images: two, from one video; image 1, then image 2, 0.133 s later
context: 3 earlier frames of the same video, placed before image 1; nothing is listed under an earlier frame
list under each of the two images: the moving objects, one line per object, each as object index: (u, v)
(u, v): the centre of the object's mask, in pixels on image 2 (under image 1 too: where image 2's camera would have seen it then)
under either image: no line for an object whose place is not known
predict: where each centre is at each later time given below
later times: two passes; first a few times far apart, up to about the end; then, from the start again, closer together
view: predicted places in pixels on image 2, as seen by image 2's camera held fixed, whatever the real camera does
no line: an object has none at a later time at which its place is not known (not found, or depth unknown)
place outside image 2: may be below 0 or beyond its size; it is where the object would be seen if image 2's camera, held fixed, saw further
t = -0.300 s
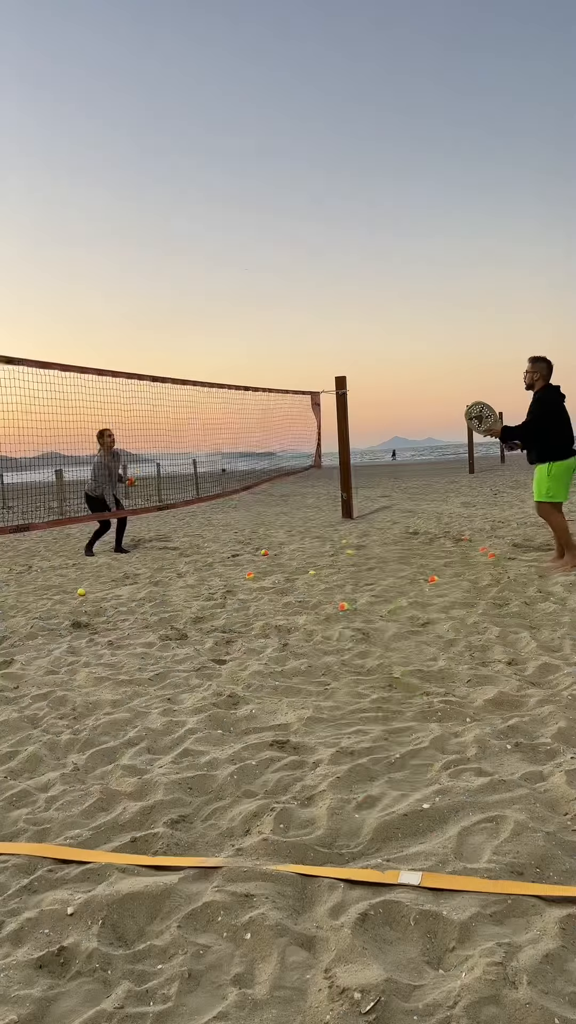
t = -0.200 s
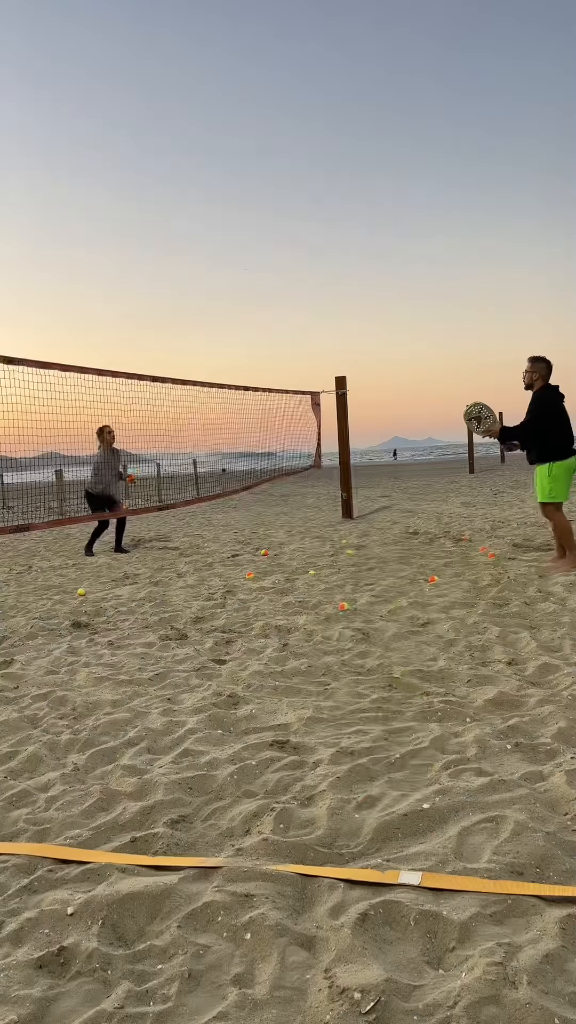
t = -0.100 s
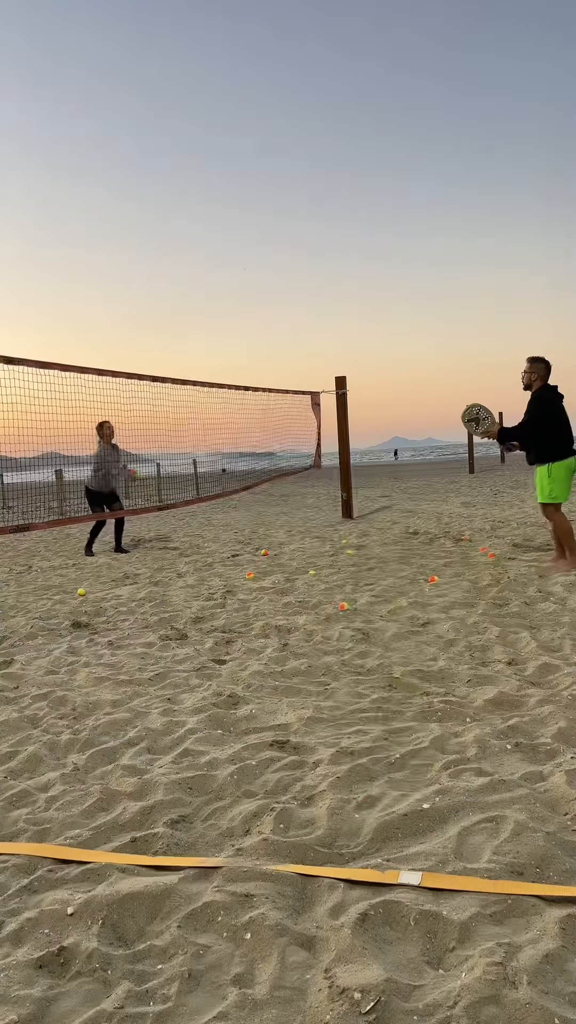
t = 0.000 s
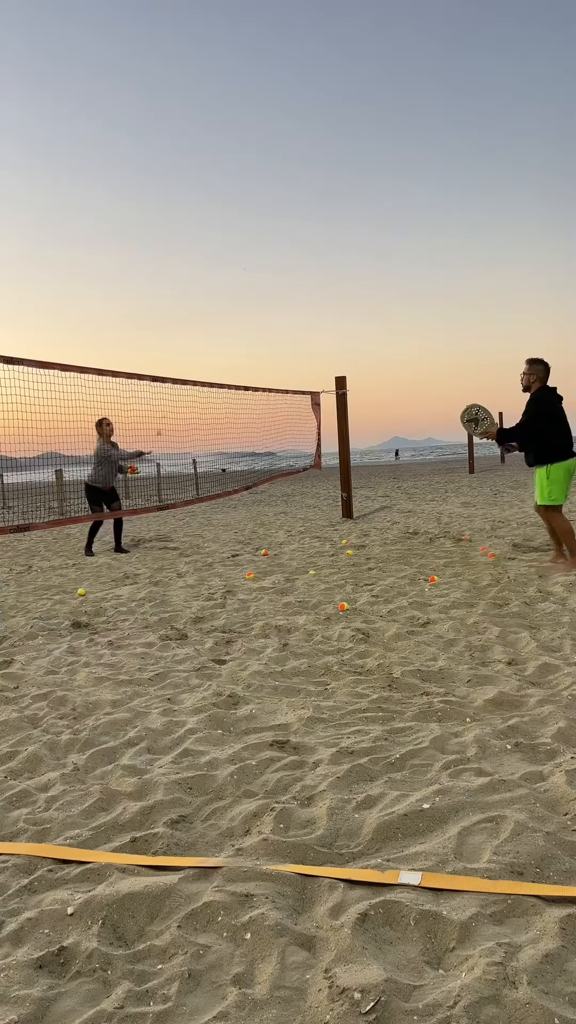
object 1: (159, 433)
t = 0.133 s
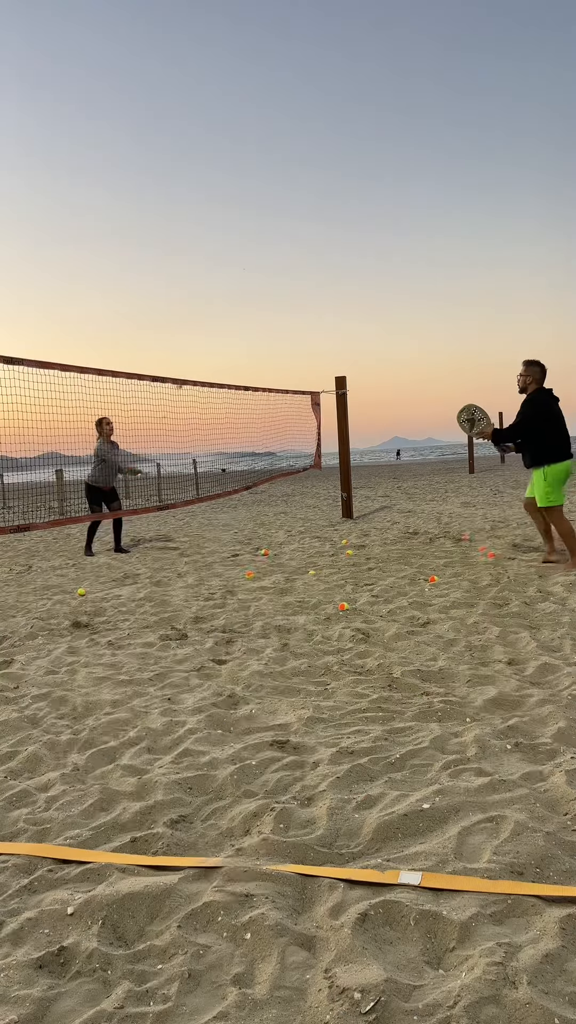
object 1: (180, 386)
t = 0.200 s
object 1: (190, 369)
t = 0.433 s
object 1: (233, 341)
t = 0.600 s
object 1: (268, 354)
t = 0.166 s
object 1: (184, 376)
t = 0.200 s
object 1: (190, 369)
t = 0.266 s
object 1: (201, 355)
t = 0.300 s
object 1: (208, 350)
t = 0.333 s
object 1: (214, 346)
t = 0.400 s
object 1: (227, 342)
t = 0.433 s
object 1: (233, 341)
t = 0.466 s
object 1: (240, 341)
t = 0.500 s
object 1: (247, 343)
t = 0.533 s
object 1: (254, 346)
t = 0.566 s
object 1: (261, 350)
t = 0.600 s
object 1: (268, 354)
